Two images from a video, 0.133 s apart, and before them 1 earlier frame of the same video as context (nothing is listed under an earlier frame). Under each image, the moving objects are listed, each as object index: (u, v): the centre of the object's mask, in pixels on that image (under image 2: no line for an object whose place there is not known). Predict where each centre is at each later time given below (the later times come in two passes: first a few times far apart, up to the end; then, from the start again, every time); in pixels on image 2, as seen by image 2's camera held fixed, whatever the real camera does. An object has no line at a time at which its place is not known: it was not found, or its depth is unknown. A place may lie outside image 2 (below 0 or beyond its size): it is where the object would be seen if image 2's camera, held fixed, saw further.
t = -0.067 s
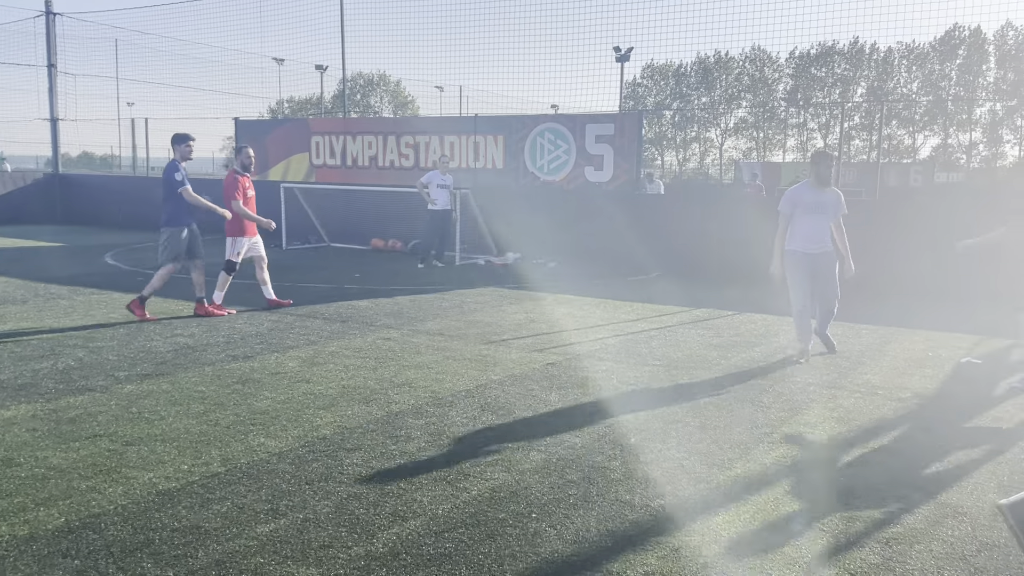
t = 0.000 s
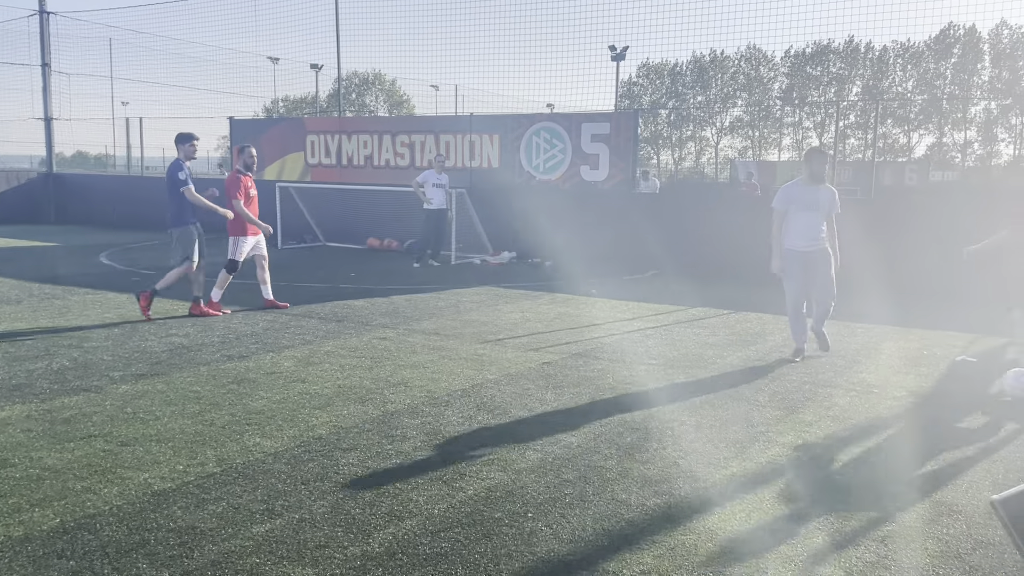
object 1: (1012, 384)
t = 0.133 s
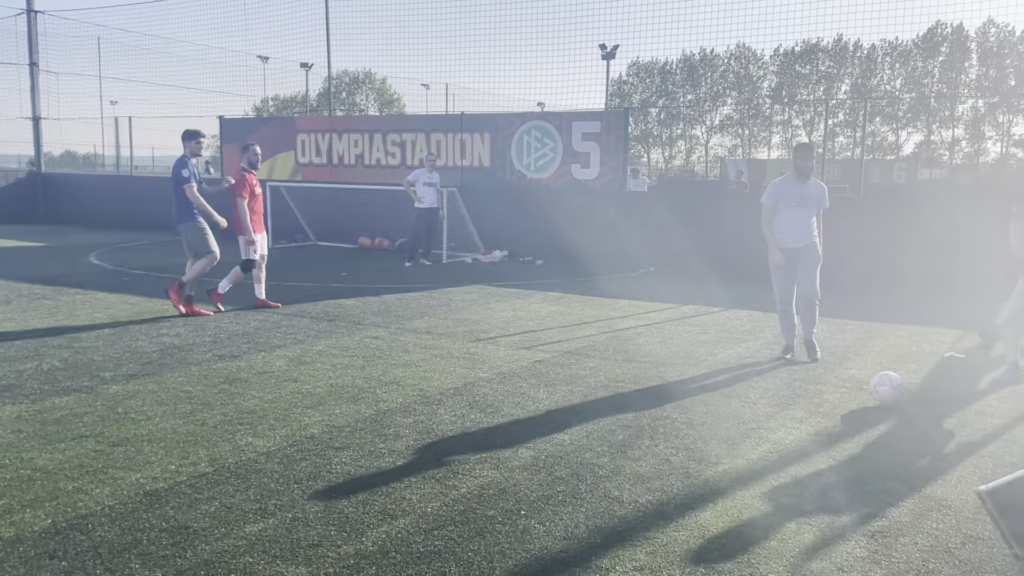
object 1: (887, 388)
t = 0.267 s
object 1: (771, 394)
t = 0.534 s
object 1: (536, 412)
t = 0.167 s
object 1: (856, 391)
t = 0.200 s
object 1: (828, 394)
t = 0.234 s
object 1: (799, 393)
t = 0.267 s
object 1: (771, 394)
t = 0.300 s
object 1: (741, 396)
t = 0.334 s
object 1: (711, 401)
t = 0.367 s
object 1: (681, 404)
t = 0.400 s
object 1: (652, 405)
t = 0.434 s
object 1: (624, 407)
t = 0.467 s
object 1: (595, 410)
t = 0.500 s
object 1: (565, 414)
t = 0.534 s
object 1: (536, 412)
